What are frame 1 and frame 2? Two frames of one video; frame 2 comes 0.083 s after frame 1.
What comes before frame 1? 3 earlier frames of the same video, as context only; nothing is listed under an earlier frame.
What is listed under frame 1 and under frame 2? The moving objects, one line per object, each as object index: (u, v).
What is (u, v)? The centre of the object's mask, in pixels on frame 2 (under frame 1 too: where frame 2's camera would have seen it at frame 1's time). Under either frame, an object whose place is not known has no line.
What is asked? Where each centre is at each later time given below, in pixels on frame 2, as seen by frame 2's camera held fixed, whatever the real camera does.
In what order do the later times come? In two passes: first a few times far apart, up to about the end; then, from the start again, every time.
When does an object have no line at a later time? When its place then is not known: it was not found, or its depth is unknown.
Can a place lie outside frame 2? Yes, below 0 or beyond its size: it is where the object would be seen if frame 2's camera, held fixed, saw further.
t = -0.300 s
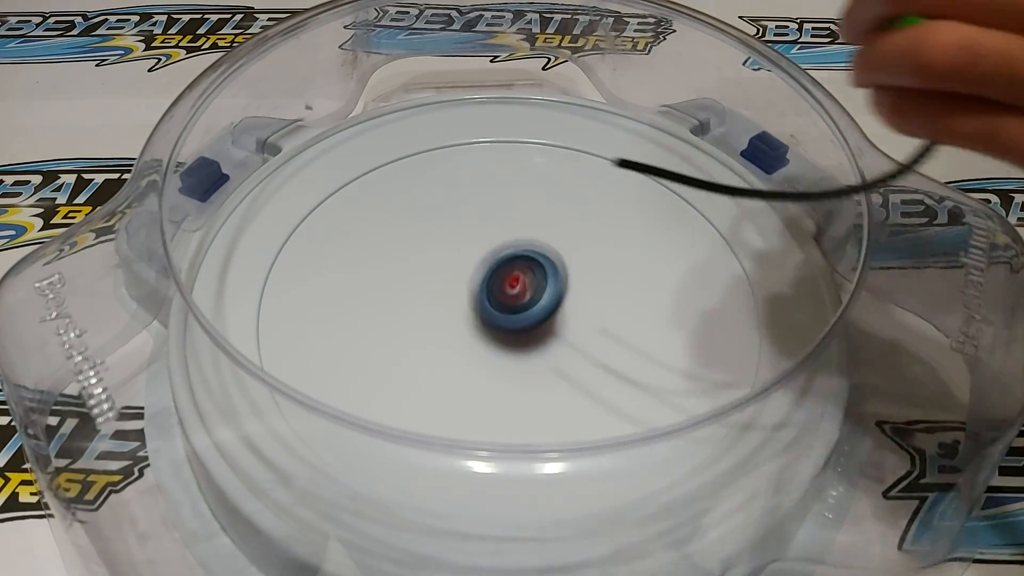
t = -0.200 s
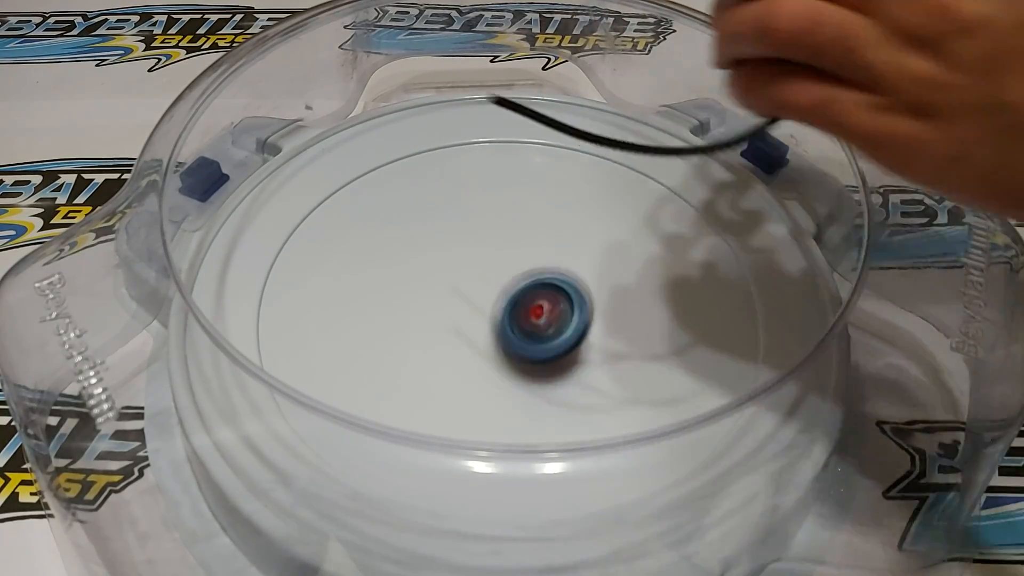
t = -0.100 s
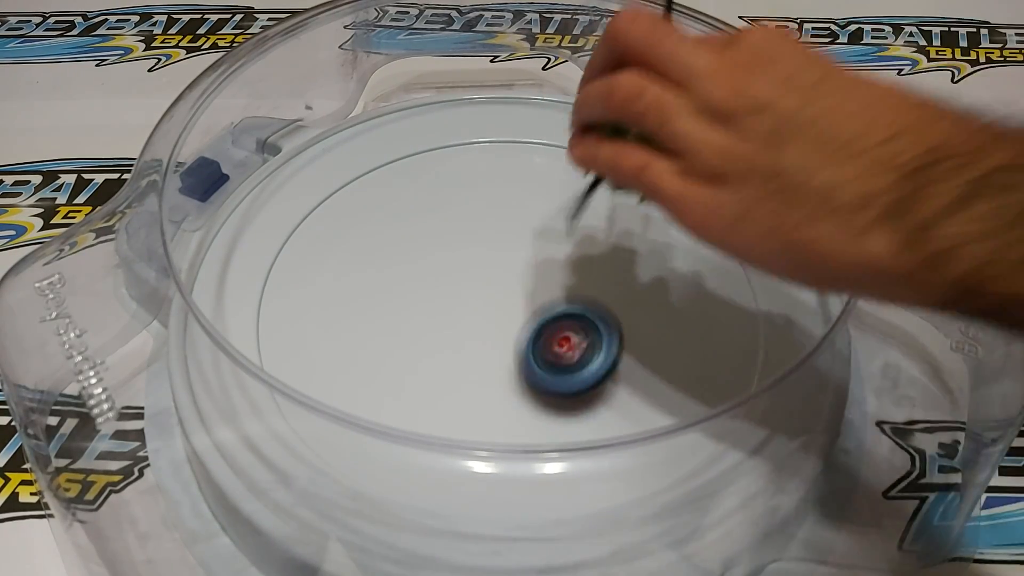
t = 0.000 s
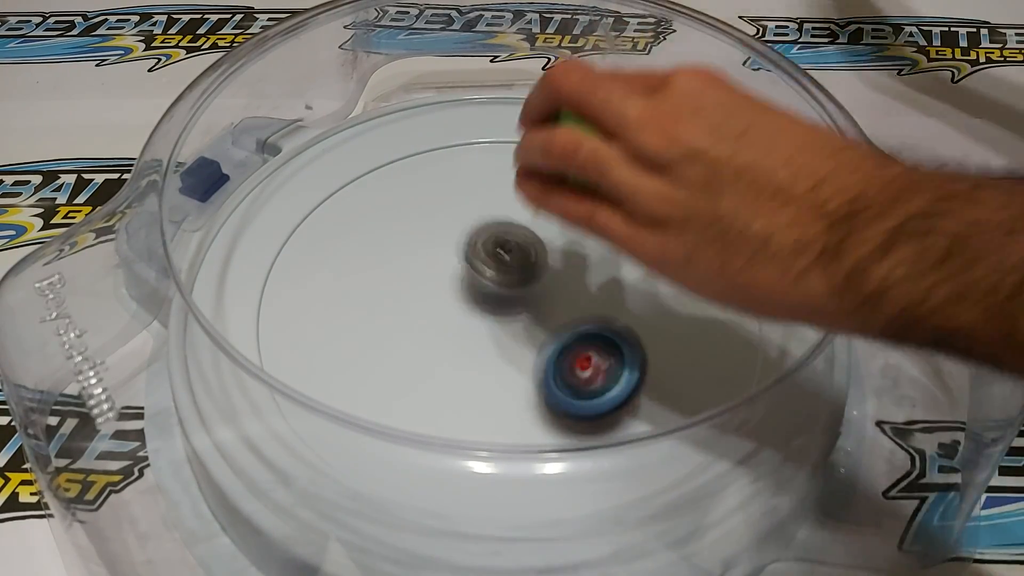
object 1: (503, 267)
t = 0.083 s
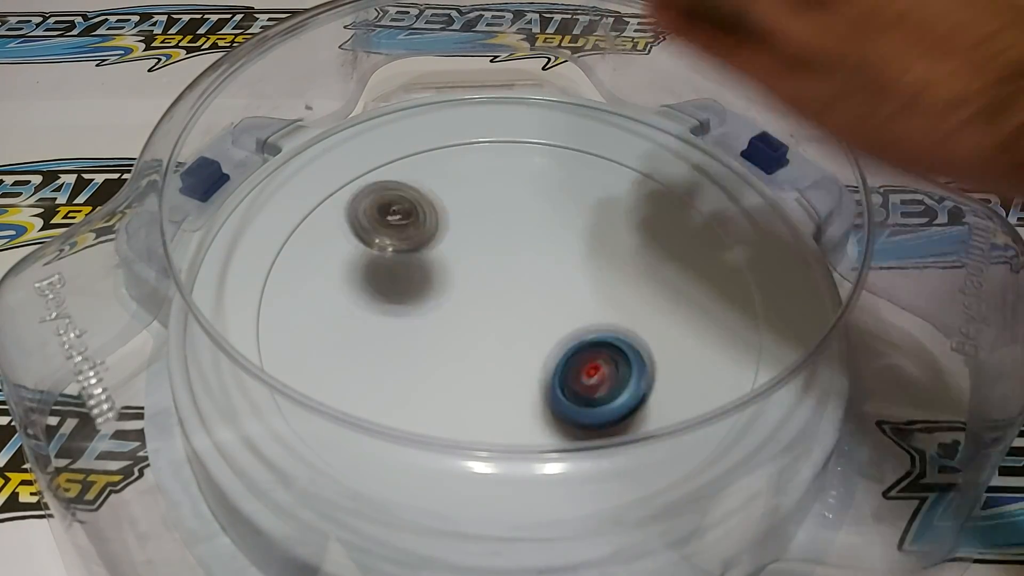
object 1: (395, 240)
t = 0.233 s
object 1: (277, 260)
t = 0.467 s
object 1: (431, 361)
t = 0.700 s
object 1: (512, 394)
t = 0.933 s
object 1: (583, 330)
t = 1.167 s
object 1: (555, 264)
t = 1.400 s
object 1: (452, 194)
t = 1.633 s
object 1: (371, 311)
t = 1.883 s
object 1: (629, 434)
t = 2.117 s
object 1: (743, 272)
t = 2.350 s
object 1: (541, 136)
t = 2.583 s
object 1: (284, 228)
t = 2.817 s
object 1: (434, 487)
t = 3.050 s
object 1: (797, 279)
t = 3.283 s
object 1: (544, 105)
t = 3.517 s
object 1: (261, 187)
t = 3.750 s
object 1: (296, 473)
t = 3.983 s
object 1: (661, 514)
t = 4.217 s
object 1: (638, 307)
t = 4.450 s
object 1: (478, 192)
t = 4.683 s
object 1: (316, 243)
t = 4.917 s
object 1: (372, 376)
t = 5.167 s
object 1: (628, 340)
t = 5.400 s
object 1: (628, 188)
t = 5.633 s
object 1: (469, 155)
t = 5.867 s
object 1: (374, 293)
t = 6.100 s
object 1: (551, 409)
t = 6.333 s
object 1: (713, 320)
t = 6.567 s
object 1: (598, 206)
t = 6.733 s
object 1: (446, 221)
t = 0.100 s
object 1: (374, 241)
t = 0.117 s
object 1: (352, 247)
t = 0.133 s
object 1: (332, 254)
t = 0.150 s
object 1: (320, 250)
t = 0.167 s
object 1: (309, 249)
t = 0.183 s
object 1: (298, 251)
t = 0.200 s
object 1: (289, 255)
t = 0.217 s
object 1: (282, 257)
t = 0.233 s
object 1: (277, 260)
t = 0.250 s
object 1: (274, 265)
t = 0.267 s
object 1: (274, 270)
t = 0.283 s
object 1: (276, 275)
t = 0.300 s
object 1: (280, 282)
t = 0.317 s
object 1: (287, 291)
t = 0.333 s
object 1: (296, 299)
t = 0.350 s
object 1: (306, 307)
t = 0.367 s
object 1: (320, 316)
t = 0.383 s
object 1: (336, 326)
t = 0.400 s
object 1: (355, 334)
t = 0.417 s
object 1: (376, 341)
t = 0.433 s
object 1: (397, 348)
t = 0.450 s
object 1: (421, 355)
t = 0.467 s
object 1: (431, 361)
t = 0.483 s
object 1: (430, 370)
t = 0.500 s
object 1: (431, 376)
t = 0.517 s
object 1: (432, 383)
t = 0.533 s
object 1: (435, 386)
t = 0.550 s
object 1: (439, 391)
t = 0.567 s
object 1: (443, 395)
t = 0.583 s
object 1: (449, 395)
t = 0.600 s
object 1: (456, 398)
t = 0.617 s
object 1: (464, 399)
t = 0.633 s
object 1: (472, 400)
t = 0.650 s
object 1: (482, 400)
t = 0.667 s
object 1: (492, 399)
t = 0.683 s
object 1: (502, 395)
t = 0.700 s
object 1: (512, 394)
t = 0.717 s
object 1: (523, 388)
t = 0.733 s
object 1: (532, 381)
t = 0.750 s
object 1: (541, 374)
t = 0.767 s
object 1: (551, 365)
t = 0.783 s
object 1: (559, 358)
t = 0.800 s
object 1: (567, 347)
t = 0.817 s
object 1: (573, 337)
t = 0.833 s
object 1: (579, 328)
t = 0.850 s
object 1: (582, 327)
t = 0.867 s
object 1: (583, 328)
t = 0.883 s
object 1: (584, 331)
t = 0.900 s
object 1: (584, 331)
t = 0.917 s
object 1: (584, 330)
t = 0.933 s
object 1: (583, 330)
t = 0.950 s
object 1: (583, 328)
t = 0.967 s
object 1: (582, 326)
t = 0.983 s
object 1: (581, 323)
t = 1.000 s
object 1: (580, 319)
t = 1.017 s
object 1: (578, 316)
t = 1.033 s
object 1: (576, 311)
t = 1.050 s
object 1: (574, 307)
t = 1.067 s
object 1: (572, 301)
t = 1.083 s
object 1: (569, 296)
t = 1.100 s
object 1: (567, 290)
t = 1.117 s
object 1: (564, 284)
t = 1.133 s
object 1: (561, 278)
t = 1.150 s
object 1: (558, 271)
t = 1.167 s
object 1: (555, 264)
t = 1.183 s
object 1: (551, 257)
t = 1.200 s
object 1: (546, 249)
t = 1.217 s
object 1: (541, 242)
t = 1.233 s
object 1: (536, 234)
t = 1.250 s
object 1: (529, 227)
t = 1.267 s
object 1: (523, 219)
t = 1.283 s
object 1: (515, 214)
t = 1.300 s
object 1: (507, 208)
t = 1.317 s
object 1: (499, 204)
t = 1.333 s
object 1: (490, 200)
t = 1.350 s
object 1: (481, 197)
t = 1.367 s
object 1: (471, 195)
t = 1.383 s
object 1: (462, 194)
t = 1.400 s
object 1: (452, 194)
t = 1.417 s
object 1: (442, 194)
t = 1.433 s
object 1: (432, 197)
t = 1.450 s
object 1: (422, 201)
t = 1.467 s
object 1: (413, 204)
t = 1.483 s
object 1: (403, 211)
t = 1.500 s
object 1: (396, 216)
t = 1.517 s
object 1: (387, 225)
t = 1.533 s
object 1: (381, 234)
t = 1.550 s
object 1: (375, 244)
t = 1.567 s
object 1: (371, 256)
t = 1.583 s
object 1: (368, 268)
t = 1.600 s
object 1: (367, 283)
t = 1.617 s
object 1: (368, 294)
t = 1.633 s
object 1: (371, 311)
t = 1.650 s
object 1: (376, 323)
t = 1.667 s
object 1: (383, 339)
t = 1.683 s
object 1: (393, 354)
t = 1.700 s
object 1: (404, 368)
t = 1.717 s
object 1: (419, 380)
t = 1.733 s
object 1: (435, 389)
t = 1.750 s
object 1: (454, 401)
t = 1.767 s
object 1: (473, 405)
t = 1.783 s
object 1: (494, 411)
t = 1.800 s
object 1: (515, 413)
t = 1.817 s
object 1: (538, 415)
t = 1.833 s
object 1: (561, 437)
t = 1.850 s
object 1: (584, 440)
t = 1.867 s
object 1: (606, 437)
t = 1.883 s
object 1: (629, 434)
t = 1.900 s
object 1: (649, 430)
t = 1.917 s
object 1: (669, 424)
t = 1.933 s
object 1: (687, 415)
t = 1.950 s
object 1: (703, 406)
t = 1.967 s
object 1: (718, 395)
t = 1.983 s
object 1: (730, 384)
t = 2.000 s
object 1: (740, 371)
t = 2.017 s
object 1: (750, 358)
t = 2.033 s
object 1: (757, 344)
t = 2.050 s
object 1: (762, 330)
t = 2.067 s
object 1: (760, 316)
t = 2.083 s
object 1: (756, 301)
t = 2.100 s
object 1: (750, 287)
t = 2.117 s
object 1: (743, 272)
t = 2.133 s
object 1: (735, 258)
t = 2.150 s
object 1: (726, 244)
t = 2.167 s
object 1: (717, 232)
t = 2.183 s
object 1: (706, 216)
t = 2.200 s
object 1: (694, 205)
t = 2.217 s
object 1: (682, 192)
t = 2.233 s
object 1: (668, 182)
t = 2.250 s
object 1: (654, 170)
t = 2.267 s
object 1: (639, 159)
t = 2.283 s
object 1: (623, 152)
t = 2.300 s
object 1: (602, 146)
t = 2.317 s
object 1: (582, 143)
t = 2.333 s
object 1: (562, 138)
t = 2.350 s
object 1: (541, 136)
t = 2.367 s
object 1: (520, 134)
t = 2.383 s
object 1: (499, 134)
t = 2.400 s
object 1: (479, 134)
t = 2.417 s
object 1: (456, 136)
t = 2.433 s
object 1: (436, 139)
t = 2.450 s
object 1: (415, 144)
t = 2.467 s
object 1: (396, 149)
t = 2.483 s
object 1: (377, 155)
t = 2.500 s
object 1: (357, 165)
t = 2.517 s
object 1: (339, 172)
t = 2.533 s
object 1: (323, 185)
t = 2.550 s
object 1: (309, 197)
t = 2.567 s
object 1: (296, 214)
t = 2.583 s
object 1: (284, 228)
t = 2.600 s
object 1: (275, 245)
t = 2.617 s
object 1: (266, 264)
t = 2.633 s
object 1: (260, 283)
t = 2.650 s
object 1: (257, 303)
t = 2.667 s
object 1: (257, 321)
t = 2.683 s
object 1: (262, 345)
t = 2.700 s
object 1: (268, 364)
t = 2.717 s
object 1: (281, 389)
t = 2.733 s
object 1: (296, 409)
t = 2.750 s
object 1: (317, 430)
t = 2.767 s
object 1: (340, 448)
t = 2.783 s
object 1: (368, 463)
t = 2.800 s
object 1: (402, 479)
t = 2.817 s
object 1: (434, 487)
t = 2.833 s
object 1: (471, 493)
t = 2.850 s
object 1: (509, 497)
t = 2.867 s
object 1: (545, 494)
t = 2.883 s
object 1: (580, 490)
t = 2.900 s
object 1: (615, 480)
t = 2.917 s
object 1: (646, 468)
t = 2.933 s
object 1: (679, 450)
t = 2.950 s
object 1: (709, 422)
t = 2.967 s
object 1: (731, 400)
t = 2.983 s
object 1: (748, 375)
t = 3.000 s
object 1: (763, 349)
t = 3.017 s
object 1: (775, 328)
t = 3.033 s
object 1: (786, 305)
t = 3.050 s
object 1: (797, 279)
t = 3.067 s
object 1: (802, 257)
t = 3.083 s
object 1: (795, 239)
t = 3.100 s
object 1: (780, 221)
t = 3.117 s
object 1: (763, 202)
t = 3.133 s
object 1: (750, 184)
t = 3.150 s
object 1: (736, 169)
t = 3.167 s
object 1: (714, 155)
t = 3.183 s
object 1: (690, 146)
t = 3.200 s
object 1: (665, 138)
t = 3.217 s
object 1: (640, 131)
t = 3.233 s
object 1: (616, 122)
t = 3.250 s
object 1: (591, 116)
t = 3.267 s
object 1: (569, 110)
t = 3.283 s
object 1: (544, 105)
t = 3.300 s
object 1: (518, 100)
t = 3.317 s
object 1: (495, 96)
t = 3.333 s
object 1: (472, 93)
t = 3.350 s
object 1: (448, 91)
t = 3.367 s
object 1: (424, 89)
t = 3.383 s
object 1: (401, 90)
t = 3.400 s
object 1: (391, 98)
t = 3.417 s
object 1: (384, 114)
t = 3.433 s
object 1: (361, 122)
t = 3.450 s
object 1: (338, 129)
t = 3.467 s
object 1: (316, 140)
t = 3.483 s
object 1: (298, 156)
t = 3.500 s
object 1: (280, 173)
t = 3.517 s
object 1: (261, 187)
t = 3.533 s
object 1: (245, 204)
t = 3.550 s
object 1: (232, 222)
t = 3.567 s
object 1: (223, 244)
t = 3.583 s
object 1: (219, 265)
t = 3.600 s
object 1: (209, 284)
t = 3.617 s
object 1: (203, 307)
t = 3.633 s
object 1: (199, 330)
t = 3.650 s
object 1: (198, 354)
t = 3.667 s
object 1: (199, 376)
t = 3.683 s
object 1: (209, 397)
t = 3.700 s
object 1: (227, 418)
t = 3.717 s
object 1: (249, 442)
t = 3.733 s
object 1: (272, 460)
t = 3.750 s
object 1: (296, 473)
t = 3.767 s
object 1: (321, 483)
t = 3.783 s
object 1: (348, 497)
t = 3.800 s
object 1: (380, 513)
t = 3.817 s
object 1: (409, 521)
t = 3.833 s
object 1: (441, 524)
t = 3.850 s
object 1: (472, 526)
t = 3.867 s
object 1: (503, 526)
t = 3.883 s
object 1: (533, 527)
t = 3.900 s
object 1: (564, 526)
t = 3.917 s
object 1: (593, 524)
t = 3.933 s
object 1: (620, 518)
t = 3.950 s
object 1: (639, 515)
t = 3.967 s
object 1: (653, 515)
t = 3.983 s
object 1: (661, 514)
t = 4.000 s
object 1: (664, 505)
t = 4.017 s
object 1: (666, 493)
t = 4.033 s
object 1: (669, 479)
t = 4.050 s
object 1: (671, 466)
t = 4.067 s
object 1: (673, 453)
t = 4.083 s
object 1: (672, 436)
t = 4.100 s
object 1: (672, 421)
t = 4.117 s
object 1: (669, 406)
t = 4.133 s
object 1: (665, 386)
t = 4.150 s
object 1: (662, 374)
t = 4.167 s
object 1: (657, 358)
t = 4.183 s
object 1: (652, 341)
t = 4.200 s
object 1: (646, 324)
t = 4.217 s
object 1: (638, 307)
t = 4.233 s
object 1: (630, 292)
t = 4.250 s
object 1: (621, 277)
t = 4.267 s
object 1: (610, 262)
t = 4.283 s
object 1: (599, 248)
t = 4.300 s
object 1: (588, 236)
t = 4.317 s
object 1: (576, 224)
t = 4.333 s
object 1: (563, 213)
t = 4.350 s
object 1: (551, 207)
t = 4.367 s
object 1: (540, 203)
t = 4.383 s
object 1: (528, 200)
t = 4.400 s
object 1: (516, 197)
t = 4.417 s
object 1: (503, 195)
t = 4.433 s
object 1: (491, 193)
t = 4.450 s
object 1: (478, 192)
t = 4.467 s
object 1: (465, 191)
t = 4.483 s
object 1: (452, 191)
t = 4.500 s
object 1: (439, 192)
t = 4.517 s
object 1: (427, 193)
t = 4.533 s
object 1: (414, 194)
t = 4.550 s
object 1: (402, 196)
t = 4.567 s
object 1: (390, 200)
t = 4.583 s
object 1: (377, 203)
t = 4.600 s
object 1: (366, 208)
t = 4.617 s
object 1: (354, 214)
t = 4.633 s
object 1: (343, 221)
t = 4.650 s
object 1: (333, 227)
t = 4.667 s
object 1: (324, 234)
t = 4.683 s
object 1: (316, 243)
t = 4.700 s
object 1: (309, 251)
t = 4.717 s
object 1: (304, 259)
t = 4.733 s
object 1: (299, 269)
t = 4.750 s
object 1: (296, 278)
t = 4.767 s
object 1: (295, 288)
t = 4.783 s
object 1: (295, 299)
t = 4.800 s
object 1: (298, 310)
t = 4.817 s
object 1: (301, 319)
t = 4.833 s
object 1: (309, 332)
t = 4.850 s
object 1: (318, 343)
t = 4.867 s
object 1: (329, 352)
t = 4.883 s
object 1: (342, 361)
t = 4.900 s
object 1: (357, 369)
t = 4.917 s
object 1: (372, 376)
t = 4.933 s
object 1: (389, 383)
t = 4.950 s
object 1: (407, 388)
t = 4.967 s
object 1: (425, 392)
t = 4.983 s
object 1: (445, 395)
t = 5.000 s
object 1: (466, 398)
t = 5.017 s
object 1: (484, 399)
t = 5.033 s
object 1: (504, 398)
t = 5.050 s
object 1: (524, 395)
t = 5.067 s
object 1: (542, 391)
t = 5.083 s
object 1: (559, 384)
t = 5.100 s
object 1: (575, 379)
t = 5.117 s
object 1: (590, 370)
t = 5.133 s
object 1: (604, 361)
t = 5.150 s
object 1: (617, 351)
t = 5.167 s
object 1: (628, 340)
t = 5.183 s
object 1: (637, 328)
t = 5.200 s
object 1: (646, 316)
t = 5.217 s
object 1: (652, 304)
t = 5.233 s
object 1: (657, 292)
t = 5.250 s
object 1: (659, 280)
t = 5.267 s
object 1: (661, 268)
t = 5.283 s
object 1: (661, 256)
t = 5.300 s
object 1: (660, 245)
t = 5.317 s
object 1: (657, 234)
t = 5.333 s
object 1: (653, 224)
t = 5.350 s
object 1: (649, 214)
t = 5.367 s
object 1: (643, 206)
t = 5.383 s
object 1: (636, 195)
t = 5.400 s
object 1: (628, 188)
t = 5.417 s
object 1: (619, 181)
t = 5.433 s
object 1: (609, 174)
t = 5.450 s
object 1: (600, 169)
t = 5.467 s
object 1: (589, 163)
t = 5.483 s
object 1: (578, 159)
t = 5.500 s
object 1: (567, 156)
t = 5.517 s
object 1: (555, 152)
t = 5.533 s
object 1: (543, 150)
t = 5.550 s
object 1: (531, 149)
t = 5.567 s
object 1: (519, 148)
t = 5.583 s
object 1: (507, 148)
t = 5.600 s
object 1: (494, 149)
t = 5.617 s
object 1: (481, 151)
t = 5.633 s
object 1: (469, 155)
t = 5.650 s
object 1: (457, 159)
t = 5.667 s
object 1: (445, 164)
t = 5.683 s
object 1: (434, 171)
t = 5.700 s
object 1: (424, 178)
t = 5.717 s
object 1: (414, 186)
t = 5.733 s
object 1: (404, 195)
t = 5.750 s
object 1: (396, 205)
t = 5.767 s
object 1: (388, 216)
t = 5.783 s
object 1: (382, 228)
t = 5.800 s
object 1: (378, 240)
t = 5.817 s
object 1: (375, 252)
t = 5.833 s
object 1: (373, 265)
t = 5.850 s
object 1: (373, 279)
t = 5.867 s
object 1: (374, 293)
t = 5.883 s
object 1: (378, 307)
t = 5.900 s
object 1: (383, 321)
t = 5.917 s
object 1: (390, 334)
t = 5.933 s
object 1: (398, 347)
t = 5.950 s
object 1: (409, 359)
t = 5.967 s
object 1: (420, 371)
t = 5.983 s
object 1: (433, 381)
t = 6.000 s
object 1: (448, 390)
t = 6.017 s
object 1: (464, 396)
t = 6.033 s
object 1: (480, 401)
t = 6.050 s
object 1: (498, 404)
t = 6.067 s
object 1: (515, 407)
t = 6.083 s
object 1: (533, 408)
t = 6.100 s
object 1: (551, 409)
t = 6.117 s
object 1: (569, 409)
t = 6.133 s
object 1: (586, 407)
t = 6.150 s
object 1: (603, 405)
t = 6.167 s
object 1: (620, 402)
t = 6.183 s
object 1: (635, 399)
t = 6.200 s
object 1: (650, 394)
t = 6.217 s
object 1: (663, 387)
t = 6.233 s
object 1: (676, 379)
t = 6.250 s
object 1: (686, 372)
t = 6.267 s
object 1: (695, 365)
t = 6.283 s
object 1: (702, 355)
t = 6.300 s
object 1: (708, 343)
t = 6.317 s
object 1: (711, 332)
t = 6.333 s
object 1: (713, 320)
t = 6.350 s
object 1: (714, 309)
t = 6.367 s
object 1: (713, 297)
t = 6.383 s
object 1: (711, 287)
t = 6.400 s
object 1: (706, 276)
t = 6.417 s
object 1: (701, 267)
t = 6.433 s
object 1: (694, 256)
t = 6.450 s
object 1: (686, 248)
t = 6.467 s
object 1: (677, 239)
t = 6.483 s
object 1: (666, 232)
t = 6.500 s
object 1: (653, 225)
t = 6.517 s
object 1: (640, 219)
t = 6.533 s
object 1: (627, 214)
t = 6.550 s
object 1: (612, 209)
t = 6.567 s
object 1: (598, 206)
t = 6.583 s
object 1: (582, 202)
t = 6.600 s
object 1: (567, 201)
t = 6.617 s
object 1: (551, 200)
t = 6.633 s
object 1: (535, 200)
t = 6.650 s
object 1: (520, 202)
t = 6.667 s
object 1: (504, 203)
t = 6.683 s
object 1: (489, 206)
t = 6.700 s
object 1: (474, 210)
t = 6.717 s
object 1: (460, 215)
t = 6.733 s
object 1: (446, 221)
